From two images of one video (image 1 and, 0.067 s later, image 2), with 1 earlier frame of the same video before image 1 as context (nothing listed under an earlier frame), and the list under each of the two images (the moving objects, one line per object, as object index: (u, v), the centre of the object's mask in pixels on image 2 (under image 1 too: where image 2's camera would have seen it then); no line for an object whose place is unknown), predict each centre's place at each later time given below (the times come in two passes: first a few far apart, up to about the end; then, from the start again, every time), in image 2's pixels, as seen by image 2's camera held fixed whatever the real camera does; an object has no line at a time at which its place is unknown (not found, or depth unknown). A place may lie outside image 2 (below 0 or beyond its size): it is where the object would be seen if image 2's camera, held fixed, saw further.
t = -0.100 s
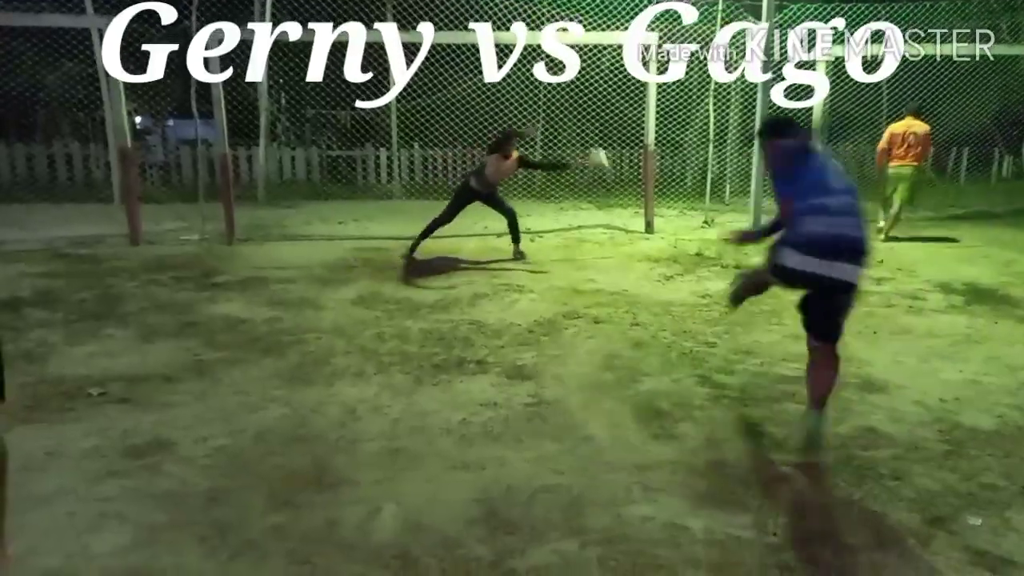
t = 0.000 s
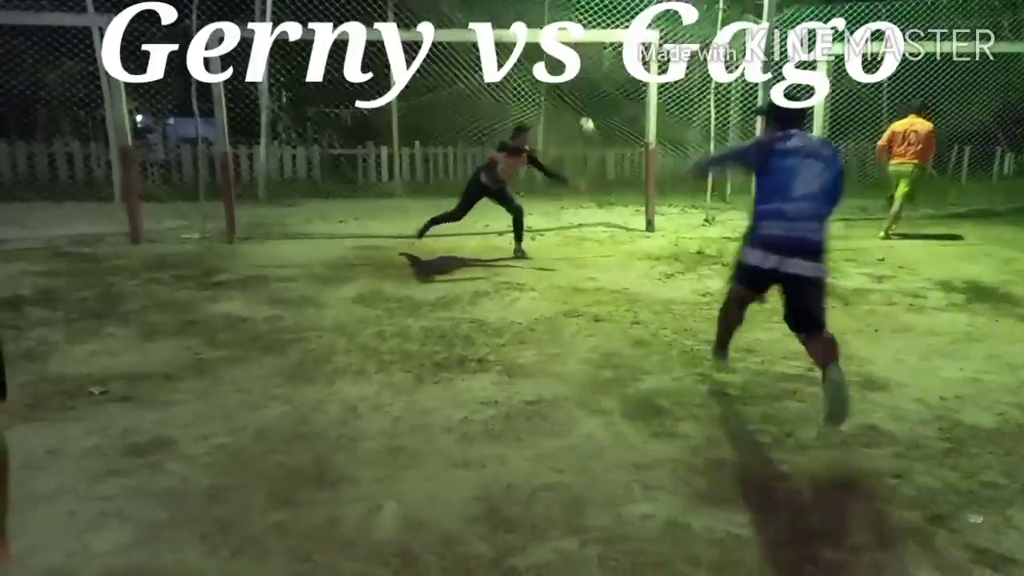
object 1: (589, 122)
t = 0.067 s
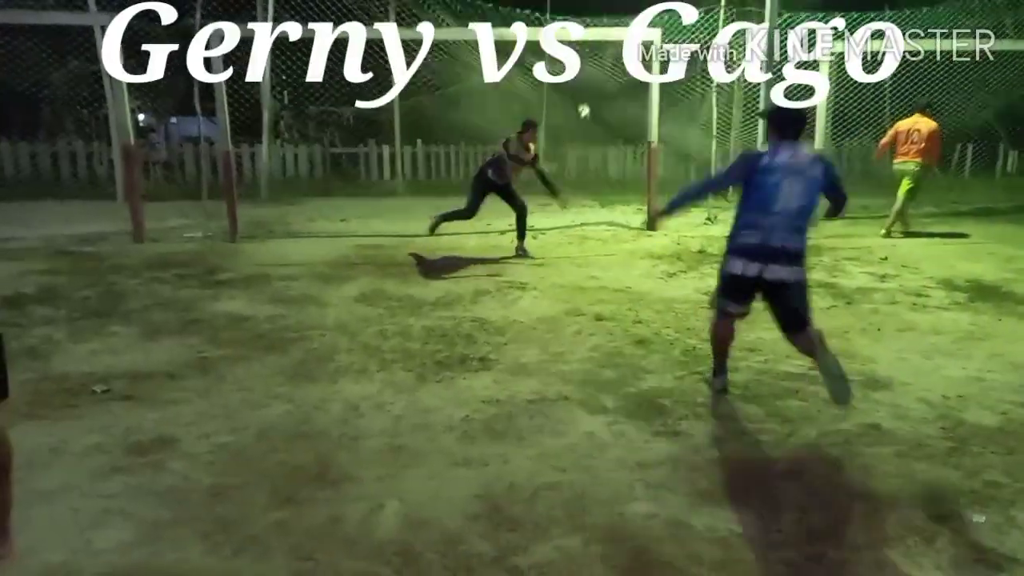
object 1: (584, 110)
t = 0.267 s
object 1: (586, 94)
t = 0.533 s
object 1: (605, 104)
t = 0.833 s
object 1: (630, 165)
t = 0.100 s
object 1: (583, 105)
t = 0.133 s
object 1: (583, 101)
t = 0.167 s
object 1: (583, 98)
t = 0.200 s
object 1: (584, 96)
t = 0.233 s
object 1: (584, 94)
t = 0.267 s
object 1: (586, 94)
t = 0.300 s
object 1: (588, 93)
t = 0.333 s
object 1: (589, 94)
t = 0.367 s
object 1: (592, 94)
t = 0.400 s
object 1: (594, 95)
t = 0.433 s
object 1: (597, 97)
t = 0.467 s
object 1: (600, 99)
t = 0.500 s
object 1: (603, 101)
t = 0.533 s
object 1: (605, 104)
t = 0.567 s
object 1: (608, 109)
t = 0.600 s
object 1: (611, 113)
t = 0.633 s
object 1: (613, 119)
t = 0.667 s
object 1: (616, 124)
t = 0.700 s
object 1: (619, 131)
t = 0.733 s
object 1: (622, 138)
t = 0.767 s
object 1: (625, 146)
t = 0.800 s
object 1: (627, 154)
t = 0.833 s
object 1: (630, 165)
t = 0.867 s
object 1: (634, 175)
